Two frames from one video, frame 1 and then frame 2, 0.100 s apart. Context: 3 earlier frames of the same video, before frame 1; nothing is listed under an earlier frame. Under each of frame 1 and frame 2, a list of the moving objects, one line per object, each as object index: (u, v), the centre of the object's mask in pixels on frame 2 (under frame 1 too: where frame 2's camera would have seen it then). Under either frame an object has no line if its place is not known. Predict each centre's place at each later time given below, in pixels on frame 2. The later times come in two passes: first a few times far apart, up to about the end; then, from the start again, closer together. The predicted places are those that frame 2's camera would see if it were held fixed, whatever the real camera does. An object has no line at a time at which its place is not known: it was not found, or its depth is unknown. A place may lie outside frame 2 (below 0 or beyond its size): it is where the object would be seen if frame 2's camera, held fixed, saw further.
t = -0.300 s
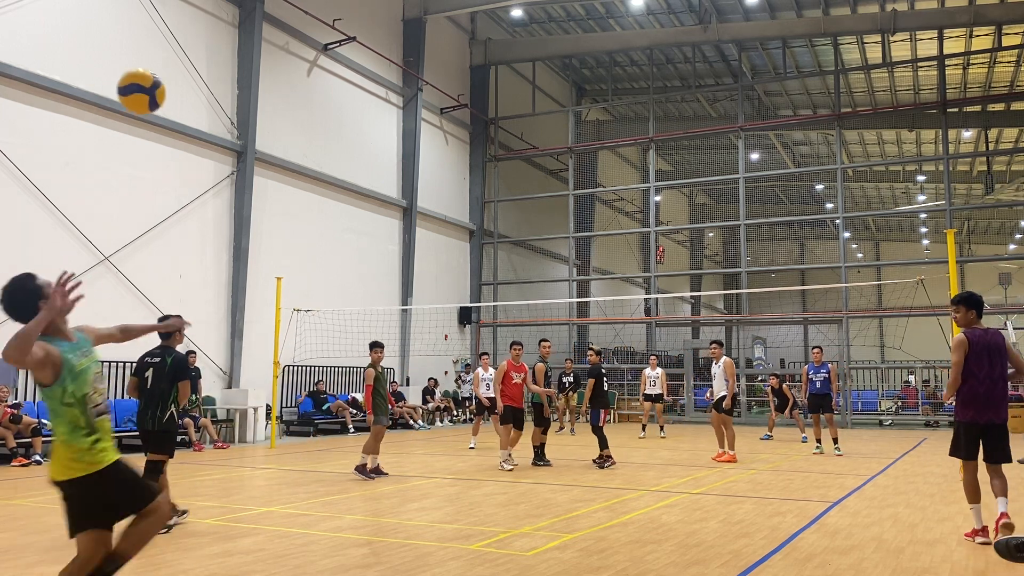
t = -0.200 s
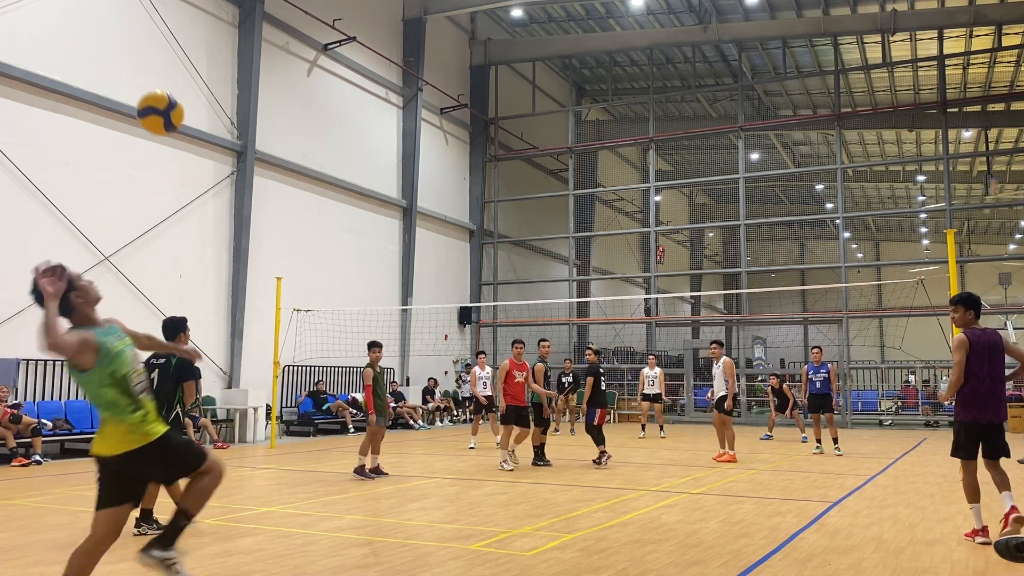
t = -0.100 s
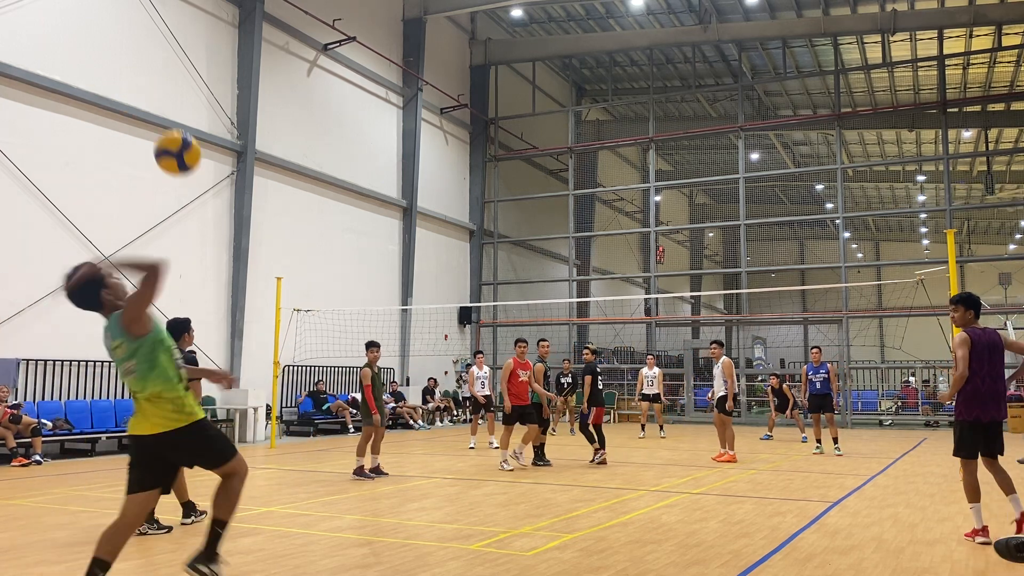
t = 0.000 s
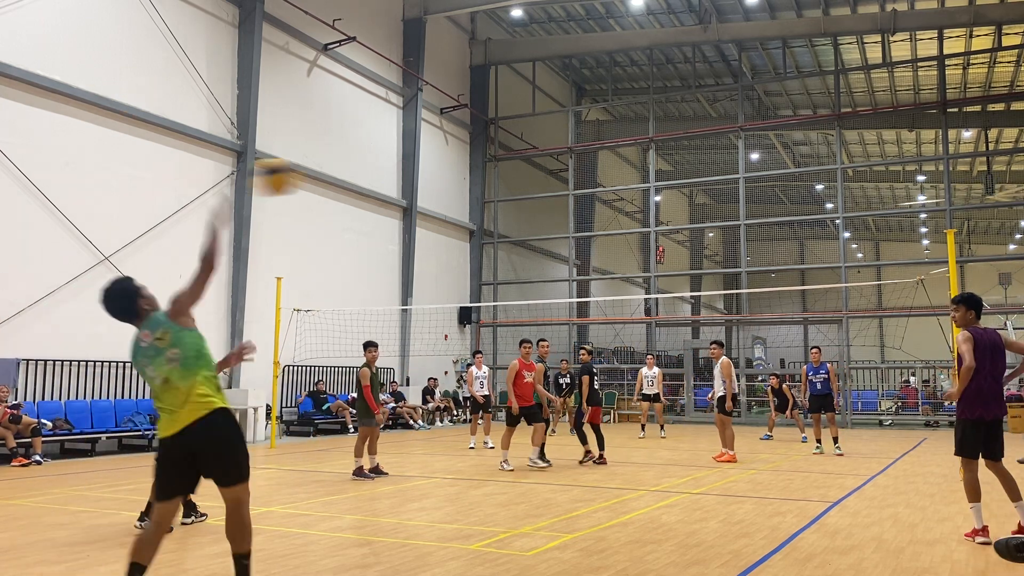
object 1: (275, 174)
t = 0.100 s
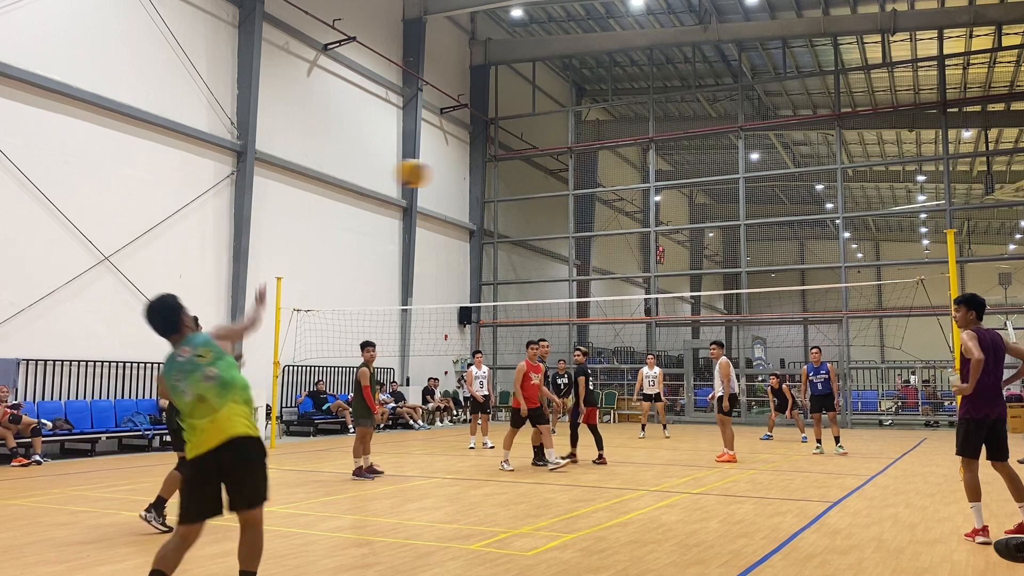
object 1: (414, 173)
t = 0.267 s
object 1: (539, 186)
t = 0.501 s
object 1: (634, 219)
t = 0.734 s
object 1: (685, 267)
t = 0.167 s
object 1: (473, 176)
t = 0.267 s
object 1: (539, 186)
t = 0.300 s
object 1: (556, 189)
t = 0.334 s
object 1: (572, 193)
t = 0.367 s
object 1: (587, 198)
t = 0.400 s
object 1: (600, 203)
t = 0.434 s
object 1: (613, 208)
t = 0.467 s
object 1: (624, 213)
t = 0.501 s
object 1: (634, 219)
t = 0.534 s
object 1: (643, 225)
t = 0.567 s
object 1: (652, 231)
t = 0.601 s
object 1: (659, 239)
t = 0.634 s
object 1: (666, 245)
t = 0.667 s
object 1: (671, 252)
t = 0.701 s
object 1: (679, 260)
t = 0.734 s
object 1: (685, 267)
